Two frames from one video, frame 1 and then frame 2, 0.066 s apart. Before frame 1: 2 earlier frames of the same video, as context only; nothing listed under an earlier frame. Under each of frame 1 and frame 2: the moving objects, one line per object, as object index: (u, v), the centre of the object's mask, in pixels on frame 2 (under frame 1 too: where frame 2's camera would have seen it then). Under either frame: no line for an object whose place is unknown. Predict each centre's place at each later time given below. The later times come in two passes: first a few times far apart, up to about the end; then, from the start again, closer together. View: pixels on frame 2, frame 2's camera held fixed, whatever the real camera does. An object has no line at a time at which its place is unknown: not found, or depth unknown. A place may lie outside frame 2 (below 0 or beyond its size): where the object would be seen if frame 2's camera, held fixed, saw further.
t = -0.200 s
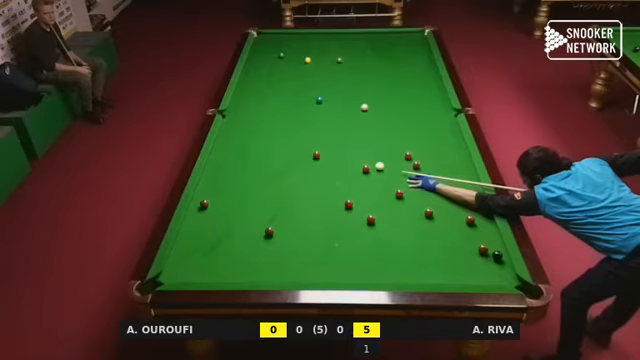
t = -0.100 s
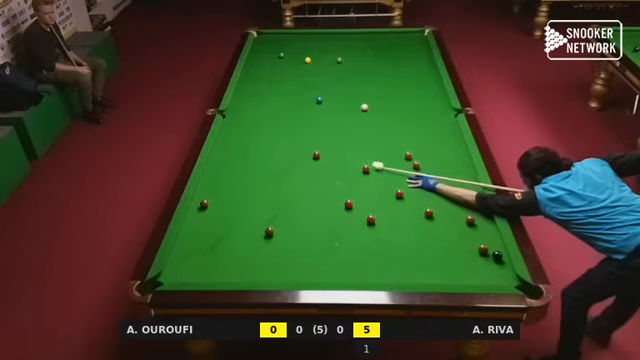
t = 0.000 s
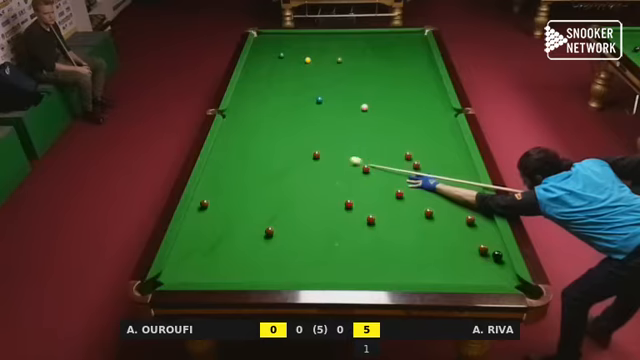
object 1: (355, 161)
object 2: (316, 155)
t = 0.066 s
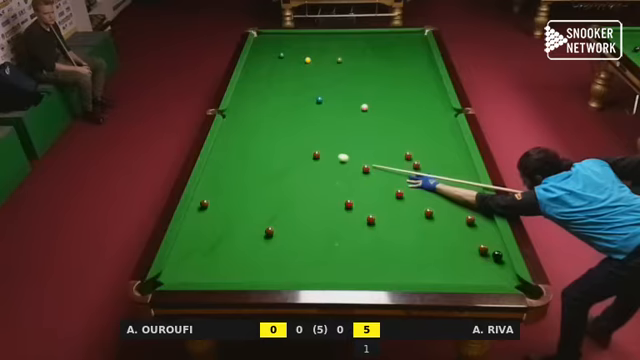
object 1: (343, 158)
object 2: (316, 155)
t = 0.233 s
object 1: (323, 152)
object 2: (312, 156)
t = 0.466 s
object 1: (319, 144)
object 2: (297, 158)
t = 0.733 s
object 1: (315, 136)
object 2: (280, 161)
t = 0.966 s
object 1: (311, 130)
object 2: (266, 164)
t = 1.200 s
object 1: (308, 125)
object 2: (253, 166)
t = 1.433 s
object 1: (305, 119)
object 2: (240, 168)
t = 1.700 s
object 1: (301, 114)
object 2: (226, 170)
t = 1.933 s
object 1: (299, 109)
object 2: (214, 172)
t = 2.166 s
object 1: (296, 105)
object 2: (205, 174)
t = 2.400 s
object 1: (294, 102)
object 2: (210, 175)
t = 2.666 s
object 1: (292, 98)
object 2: (216, 176)
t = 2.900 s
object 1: (290, 95)
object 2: (220, 176)
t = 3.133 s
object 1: (288, 93)
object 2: (225, 177)
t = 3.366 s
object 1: (287, 90)
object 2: (228, 177)
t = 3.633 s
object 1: (285, 88)
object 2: (231, 177)
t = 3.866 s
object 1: (285, 86)
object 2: (233, 178)
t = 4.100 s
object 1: (284, 85)
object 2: (234, 177)
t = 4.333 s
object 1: (283, 83)
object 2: (234, 178)
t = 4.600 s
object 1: (283, 82)
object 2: (234, 178)
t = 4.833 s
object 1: (283, 82)
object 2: (234, 178)
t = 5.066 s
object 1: (282, 81)
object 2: (234, 178)
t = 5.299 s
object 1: (282, 81)
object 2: (234, 178)
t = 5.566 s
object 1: (282, 81)
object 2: (234, 178)
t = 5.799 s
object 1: (282, 81)
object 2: (234, 178)
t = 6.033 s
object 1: (282, 81)
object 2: (234, 178)
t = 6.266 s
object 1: (282, 81)
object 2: (234, 178)
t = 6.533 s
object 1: (282, 81)
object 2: (234, 177)
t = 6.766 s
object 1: (282, 81)
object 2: (234, 177)
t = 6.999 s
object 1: (282, 81)
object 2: (234, 178)
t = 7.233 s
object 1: (282, 81)
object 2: (234, 178)
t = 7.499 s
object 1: (282, 81)
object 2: (234, 177)
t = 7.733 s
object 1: (282, 81)
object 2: (234, 178)
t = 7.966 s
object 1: (282, 81)
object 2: (234, 177)
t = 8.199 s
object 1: (282, 81)
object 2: (234, 178)
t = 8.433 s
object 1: (282, 81)
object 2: (234, 177)
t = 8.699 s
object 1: (282, 81)
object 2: (234, 177)
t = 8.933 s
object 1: (282, 81)
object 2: (234, 177)
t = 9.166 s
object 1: (282, 81)
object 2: (234, 177)
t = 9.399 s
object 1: (282, 81)
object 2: (234, 178)
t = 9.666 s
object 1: (282, 81)
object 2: (234, 177)
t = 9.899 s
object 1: (282, 81)
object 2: (234, 177)
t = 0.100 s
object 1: (338, 156)
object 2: (316, 155)
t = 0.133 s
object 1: (332, 155)
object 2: (316, 155)
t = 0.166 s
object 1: (328, 154)
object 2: (316, 155)
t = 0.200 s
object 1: (324, 153)
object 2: (315, 155)
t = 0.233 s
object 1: (323, 152)
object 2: (312, 156)
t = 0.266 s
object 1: (323, 151)
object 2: (310, 156)
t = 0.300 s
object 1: (322, 150)
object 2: (308, 156)
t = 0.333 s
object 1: (321, 149)
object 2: (306, 157)
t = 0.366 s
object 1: (321, 148)
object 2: (303, 157)
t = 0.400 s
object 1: (320, 147)
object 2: (301, 158)
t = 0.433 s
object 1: (319, 146)
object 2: (299, 158)
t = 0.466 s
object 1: (319, 144)
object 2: (297, 158)
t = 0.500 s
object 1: (318, 144)
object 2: (295, 159)
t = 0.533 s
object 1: (318, 142)
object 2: (293, 159)
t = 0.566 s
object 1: (317, 141)
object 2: (291, 160)
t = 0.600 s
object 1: (317, 140)
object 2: (288, 160)
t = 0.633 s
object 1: (316, 139)
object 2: (287, 160)
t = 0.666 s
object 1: (316, 138)
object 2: (284, 161)
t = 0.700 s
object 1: (315, 137)
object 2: (282, 161)
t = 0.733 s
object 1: (315, 136)
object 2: (280, 161)
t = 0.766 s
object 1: (314, 135)
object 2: (278, 162)
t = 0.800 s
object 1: (314, 135)
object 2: (276, 162)
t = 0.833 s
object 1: (313, 134)
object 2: (274, 163)
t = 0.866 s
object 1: (312, 133)
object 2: (272, 163)
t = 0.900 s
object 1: (312, 132)
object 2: (270, 164)
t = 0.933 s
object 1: (311, 131)
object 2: (268, 164)
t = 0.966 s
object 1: (311, 130)
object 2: (266, 164)
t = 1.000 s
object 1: (310, 129)
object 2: (264, 164)
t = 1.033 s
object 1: (310, 129)
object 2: (262, 164)
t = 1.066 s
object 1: (310, 128)
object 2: (260, 165)
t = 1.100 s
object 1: (309, 127)
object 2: (258, 165)
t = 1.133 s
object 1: (309, 126)
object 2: (257, 165)
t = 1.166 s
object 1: (308, 125)
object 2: (255, 166)
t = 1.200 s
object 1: (308, 125)
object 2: (253, 166)
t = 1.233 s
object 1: (307, 124)
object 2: (251, 166)
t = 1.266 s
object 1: (307, 123)
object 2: (249, 167)
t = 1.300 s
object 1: (306, 122)
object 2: (247, 167)
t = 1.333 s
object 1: (306, 121)
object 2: (245, 167)
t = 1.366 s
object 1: (305, 121)
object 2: (244, 168)
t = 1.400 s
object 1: (305, 120)
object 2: (242, 168)
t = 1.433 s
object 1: (305, 119)
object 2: (240, 168)
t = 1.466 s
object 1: (304, 119)
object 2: (238, 168)
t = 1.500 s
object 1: (304, 118)
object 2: (237, 169)
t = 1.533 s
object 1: (303, 117)
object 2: (234, 169)
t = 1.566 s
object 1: (303, 116)
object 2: (233, 169)
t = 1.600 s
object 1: (302, 116)
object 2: (231, 170)
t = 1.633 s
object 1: (302, 115)
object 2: (229, 170)
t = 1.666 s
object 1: (302, 114)
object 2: (228, 170)
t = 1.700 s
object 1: (301, 114)
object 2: (226, 170)
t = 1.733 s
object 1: (301, 113)
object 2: (224, 171)
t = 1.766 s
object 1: (301, 113)
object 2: (223, 171)
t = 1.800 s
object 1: (300, 112)
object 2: (221, 171)
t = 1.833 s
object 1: (300, 111)
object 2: (219, 172)
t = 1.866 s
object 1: (299, 110)
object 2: (218, 172)
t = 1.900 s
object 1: (299, 110)
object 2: (217, 172)
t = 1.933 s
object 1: (299, 109)
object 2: (214, 172)
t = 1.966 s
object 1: (298, 109)
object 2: (213, 173)
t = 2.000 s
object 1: (298, 108)
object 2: (212, 173)
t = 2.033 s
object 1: (298, 107)
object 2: (210, 173)
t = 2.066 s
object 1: (297, 107)
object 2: (209, 173)
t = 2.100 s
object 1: (297, 106)
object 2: (207, 173)
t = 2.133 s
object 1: (296, 106)
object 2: (206, 174)
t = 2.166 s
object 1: (296, 105)
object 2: (205, 174)
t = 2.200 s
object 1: (296, 105)
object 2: (205, 174)
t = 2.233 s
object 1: (296, 104)
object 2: (206, 174)
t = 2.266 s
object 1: (295, 104)
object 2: (207, 174)
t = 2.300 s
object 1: (295, 103)
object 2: (208, 174)
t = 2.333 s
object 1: (294, 103)
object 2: (208, 174)
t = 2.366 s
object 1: (294, 102)
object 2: (209, 174)
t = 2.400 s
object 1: (294, 102)
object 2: (210, 175)
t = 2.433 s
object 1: (294, 101)
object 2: (211, 175)
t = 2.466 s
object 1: (293, 101)
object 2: (211, 175)
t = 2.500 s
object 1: (293, 100)
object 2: (212, 175)
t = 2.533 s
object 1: (293, 100)
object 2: (213, 175)
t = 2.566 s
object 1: (292, 99)
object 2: (213, 175)
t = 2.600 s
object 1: (292, 99)
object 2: (214, 175)
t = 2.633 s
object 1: (292, 98)
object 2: (215, 175)
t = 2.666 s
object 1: (292, 98)
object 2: (216, 176)
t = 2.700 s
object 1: (291, 98)
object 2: (217, 176)
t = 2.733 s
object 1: (291, 97)
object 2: (217, 176)
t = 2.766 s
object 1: (291, 97)
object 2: (218, 176)
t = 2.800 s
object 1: (291, 97)
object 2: (219, 176)
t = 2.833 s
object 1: (290, 96)
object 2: (219, 176)
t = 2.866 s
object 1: (290, 96)
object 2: (220, 176)
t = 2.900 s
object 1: (290, 95)
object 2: (220, 176)
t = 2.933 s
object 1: (290, 95)
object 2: (221, 177)
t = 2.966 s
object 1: (289, 95)
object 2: (222, 177)
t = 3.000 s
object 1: (289, 94)
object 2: (222, 176)
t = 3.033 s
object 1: (289, 94)
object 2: (223, 177)
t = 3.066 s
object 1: (289, 93)
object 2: (224, 177)
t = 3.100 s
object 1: (288, 93)
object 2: (224, 177)
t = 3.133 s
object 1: (288, 93)
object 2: (225, 177)
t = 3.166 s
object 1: (288, 92)
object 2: (225, 177)
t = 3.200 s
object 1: (288, 92)
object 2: (226, 177)
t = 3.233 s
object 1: (287, 91)
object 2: (226, 177)
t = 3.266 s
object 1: (287, 91)
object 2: (227, 177)
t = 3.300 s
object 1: (287, 91)
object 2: (227, 177)
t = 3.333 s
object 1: (287, 91)
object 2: (228, 177)
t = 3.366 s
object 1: (287, 90)
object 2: (228, 177)
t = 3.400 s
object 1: (287, 90)
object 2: (228, 177)
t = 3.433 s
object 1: (287, 90)
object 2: (229, 177)
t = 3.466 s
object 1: (286, 89)
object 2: (229, 177)
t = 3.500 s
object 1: (286, 89)
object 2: (230, 177)
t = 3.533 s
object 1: (286, 89)
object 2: (230, 177)
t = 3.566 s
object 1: (286, 89)
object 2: (230, 177)
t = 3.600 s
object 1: (286, 88)
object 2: (231, 177)
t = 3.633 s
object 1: (285, 88)
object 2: (231, 177)
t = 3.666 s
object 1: (286, 88)
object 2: (231, 178)
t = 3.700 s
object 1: (285, 87)
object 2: (231, 178)
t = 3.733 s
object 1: (285, 87)
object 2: (232, 177)
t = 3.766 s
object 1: (285, 87)
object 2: (232, 178)
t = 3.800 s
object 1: (285, 87)
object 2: (232, 178)
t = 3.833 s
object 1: (285, 87)
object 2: (232, 178)
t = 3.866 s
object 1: (285, 86)
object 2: (233, 178)
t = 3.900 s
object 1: (284, 86)
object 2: (233, 178)
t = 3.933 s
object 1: (284, 86)
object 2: (233, 178)
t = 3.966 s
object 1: (284, 85)
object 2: (233, 178)
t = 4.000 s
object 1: (284, 85)
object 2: (234, 178)
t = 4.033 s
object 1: (284, 85)
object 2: (234, 178)
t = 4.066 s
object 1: (284, 85)
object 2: (234, 178)
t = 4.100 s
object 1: (284, 85)
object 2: (234, 177)
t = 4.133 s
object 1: (284, 85)
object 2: (234, 177)
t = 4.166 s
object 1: (284, 84)
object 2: (234, 178)
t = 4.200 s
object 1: (284, 84)
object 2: (234, 178)
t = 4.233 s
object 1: (283, 84)
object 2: (234, 178)
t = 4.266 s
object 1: (283, 84)
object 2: (234, 178)
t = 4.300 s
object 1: (283, 83)
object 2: (234, 177)
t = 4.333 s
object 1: (283, 83)
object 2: (234, 178)
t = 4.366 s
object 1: (283, 83)
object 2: (234, 178)
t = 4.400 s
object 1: (283, 83)
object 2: (234, 178)
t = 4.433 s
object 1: (283, 83)
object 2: (234, 178)
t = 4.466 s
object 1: (283, 83)
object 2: (234, 178)
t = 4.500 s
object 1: (283, 83)
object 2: (234, 177)
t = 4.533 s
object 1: (283, 83)
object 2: (234, 177)
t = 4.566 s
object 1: (283, 83)
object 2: (234, 177)
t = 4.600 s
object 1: (283, 82)
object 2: (234, 178)
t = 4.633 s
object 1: (283, 82)
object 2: (234, 178)
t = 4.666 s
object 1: (283, 82)
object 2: (234, 178)
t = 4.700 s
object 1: (283, 82)
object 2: (234, 177)
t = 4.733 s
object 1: (283, 82)
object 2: (234, 178)
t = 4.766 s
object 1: (283, 82)
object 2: (234, 178)
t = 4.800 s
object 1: (283, 82)
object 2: (234, 178)
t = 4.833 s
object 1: (283, 82)
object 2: (234, 178)
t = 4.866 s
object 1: (282, 81)
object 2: (234, 178)
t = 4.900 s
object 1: (282, 81)
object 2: (234, 178)
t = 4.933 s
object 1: (282, 81)
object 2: (234, 178)
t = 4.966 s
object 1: (282, 81)
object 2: (234, 178)
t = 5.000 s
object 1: (282, 81)
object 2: (234, 178)
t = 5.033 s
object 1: (282, 81)
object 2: (234, 178)
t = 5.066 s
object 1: (282, 81)
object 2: (234, 178)
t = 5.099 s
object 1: (282, 81)
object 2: (234, 178)
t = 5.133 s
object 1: (282, 81)
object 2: (234, 177)
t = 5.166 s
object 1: (282, 81)
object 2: (234, 177)
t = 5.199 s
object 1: (282, 81)
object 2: (234, 177)
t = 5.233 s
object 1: (282, 81)
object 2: (234, 178)
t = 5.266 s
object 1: (282, 81)
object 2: (234, 177)
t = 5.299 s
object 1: (282, 81)
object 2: (234, 178)
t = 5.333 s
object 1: (282, 81)
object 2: (234, 177)
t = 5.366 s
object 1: (282, 81)
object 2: (234, 178)
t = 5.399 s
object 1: (282, 81)
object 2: (234, 178)
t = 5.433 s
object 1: (282, 81)
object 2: (234, 178)
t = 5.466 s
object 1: (282, 81)
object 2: (234, 177)
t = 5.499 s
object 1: (282, 81)
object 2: (234, 178)
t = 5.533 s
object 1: (282, 81)
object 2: (234, 177)
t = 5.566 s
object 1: (282, 81)
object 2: (234, 178)
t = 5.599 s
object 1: (282, 81)
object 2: (234, 178)
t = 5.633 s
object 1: (282, 81)
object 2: (234, 177)
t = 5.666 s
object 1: (282, 81)
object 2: (234, 177)
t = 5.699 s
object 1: (282, 81)
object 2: (234, 177)
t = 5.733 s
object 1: (282, 81)
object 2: (234, 177)
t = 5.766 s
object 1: (282, 81)
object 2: (234, 177)
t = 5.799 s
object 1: (282, 81)
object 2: (234, 178)
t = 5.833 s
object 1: (282, 81)
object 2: (234, 177)
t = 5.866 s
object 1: (282, 81)
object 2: (234, 177)
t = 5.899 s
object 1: (282, 81)
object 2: (234, 178)
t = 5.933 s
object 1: (282, 81)
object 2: (234, 177)
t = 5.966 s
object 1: (282, 81)
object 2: (234, 178)
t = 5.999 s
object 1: (282, 81)
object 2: (234, 177)
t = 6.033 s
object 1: (282, 81)
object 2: (234, 178)
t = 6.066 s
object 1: (282, 81)
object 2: (234, 177)
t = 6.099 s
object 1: (282, 81)
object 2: (234, 177)
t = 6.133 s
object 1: (282, 81)
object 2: (234, 178)
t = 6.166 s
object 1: (282, 81)
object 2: (234, 178)
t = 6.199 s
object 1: (282, 81)
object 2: (234, 177)
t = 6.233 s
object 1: (282, 81)
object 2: (234, 178)
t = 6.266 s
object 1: (282, 81)
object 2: (234, 178)
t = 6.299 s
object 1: (282, 81)
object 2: (234, 178)
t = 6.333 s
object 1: (282, 81)
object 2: (234, 178)
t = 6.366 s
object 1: (282, 81)
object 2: (234, 178)
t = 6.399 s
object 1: (282, 81)
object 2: (234, 178)
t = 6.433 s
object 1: (282, 81)
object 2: (234, 178)
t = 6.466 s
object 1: (282, 81)
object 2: (234, 177)
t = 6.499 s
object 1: (282, 81)
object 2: (234, 177)
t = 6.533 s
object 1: (282, 81)
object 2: (234, 177)
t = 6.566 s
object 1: (282, 81)
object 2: (234, 177)
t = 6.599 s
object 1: (282, 81)
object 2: (234, 177)
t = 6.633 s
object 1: (282, 81)
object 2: (234, 177)
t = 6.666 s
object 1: (282, 81)
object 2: (234, 177)
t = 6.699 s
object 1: (282, 81)
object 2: (234, 177)
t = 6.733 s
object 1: (282, 81)
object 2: (234, 178)
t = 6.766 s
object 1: (282, 81)
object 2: (234, 177)
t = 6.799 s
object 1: (282, 81)
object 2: (234, 178)
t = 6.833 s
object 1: (282, 81)
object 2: (234, 177)
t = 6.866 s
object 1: (282, 81)
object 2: (234, 177)
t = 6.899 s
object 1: (282, 81)
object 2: (234, 177)
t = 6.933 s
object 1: (282, 81)
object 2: (234, 177)
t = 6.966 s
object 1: (282, 81)
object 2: (234, 177)
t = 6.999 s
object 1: (282, 81)
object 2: (234, 178)
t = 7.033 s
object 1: (282, 81)
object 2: (234, 177)
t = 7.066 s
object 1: (282, 81)
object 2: (234, 177)
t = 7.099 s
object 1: (282, 81)
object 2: (234, 178)
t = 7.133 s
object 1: (282, 81)
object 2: (234, 177)
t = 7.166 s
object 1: (282, 81)
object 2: (234, 177)
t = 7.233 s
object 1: (282, 81)
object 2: (234, 178)
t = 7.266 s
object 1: (282, 81)
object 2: (234, 177)
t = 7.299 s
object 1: (282, 81)
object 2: (234, 177)
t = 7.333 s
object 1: (282, 81)
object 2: (234, 177)
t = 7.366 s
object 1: (282, 81)
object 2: (234, 178)
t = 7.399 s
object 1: (282, 81)
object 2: (234, 177)
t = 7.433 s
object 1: (282, 81)
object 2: (234, 177)
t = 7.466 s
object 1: (282, 81)
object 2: (234, 177)
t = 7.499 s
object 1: (282, 81)
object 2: (234, 177)
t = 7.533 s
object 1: (282, 81)
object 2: (234, 178)
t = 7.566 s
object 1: (282, 81)
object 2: (234, 177)
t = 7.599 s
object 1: (282, 81)
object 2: (234, 177)
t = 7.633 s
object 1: (282, 81)
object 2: (234, 177)
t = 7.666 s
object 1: (282, 81)
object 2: (234, 178)
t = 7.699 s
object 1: (282, 81)
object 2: (234, 177)
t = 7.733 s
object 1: (282, 81)
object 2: (234, 178)
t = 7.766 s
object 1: (282, 81)
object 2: (234, 177)
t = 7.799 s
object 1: (282, 81)
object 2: (234, 178)
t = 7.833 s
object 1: (282, 81)
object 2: (234, 177)
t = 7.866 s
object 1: (282, 81)
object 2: (234, 177)
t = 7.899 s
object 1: (282, 81)
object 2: (234, 177)
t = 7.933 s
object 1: (282, 81)
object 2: (234, 178)
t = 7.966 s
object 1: (282, 81)
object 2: (234, 177)
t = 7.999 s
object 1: (282, 81)
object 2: (234, 178)
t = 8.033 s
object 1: (282, 81)
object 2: (234, 177)
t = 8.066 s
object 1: (282, 81)
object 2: (234, 177)
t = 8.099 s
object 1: (282, 81)
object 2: (234, 177)
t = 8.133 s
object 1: (282, 81)
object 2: (234, 178)
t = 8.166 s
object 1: (282, 81)
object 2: (234, 177)
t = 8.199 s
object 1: (282, 81)
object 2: (234, 178)
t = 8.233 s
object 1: (282, 81)
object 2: (234, 177)
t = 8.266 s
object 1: (282, 81)
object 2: (234, 177)
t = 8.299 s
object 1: (282, 81)
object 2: (234, 177)
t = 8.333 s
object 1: (282, 81)
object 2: (234, 178)
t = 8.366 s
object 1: (282, 81)
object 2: (234, 177)
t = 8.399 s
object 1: (282, 81)
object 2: (234, 178)
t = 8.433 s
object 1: (282, 81)
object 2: (234, 177)
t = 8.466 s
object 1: (282, 81)
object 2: (234, 177)
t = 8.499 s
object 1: (282, 81)
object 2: (234, 178)
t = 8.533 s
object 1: (282, 81)
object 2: (234, 177)
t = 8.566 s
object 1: (282, 81)
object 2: (234, 177)
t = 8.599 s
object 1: (282, 81)
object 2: (234, 178)
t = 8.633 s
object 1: (282, 81)
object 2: (234, 177)
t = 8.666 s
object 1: (282, 81)
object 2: (234, 178)
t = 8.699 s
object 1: (282, 81)
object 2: (234, 177)
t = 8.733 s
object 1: (282, 81)
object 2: (234, 178)
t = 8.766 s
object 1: (282, 81)
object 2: (234, 177)
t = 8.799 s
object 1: (282, 81)
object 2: (234, 177)
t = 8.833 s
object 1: (282, 81)
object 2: (234, 178)
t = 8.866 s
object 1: (282, 81)
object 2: (234, 177)
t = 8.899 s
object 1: (282, 81)
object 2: (234, 178)
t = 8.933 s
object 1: (282, 81)
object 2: (234, 177)
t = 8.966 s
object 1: (282, 81)
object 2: (234, 178)
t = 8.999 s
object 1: (282, 81)
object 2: (234, 177)
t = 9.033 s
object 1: (282, 81)
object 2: (234, 177)
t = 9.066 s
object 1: (282, 81)
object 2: (234, 177)
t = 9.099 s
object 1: (282, 81)
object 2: (234, 177)
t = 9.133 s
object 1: (282, 81)
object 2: (234, 177)
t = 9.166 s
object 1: (282, 81)
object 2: (234, 177)
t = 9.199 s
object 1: (282, 81)
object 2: (234, 177)
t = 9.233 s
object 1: (282, 81)
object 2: (234, 177)
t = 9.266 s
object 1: (282, 81)
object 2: (234, 178)
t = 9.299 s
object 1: (282, 81)
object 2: (234, 177)
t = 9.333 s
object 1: (282, 81)
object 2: (234, 177)
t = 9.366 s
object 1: (282, 81)
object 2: (234, 177)
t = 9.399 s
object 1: (282, 81)
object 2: (234, 178)
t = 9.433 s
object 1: (282, 81)
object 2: (234, 177)
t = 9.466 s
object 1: (282, 81)
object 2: (234, 177)
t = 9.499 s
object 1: (282, 81)
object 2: (234, 177)
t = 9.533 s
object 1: (282, 81)
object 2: (234, 177)
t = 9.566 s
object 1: (282, 81)
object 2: (234, 177)
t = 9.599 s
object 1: (282, 81)
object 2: (234, 177)
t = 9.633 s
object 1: (282, 81)
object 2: (234, 177)
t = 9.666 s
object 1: (282, 81)
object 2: (234, 177)
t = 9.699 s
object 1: (282, 81)
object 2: (234, 177)
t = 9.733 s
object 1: (282, 81)
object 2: (234, 178)
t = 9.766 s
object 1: (282, 81)
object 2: (234, 177)
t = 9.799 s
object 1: (282, 81)
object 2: (234, 177)
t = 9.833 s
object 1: (282, 81)
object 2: (234, 177)
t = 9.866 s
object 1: (282, 81)
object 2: (234, 178)
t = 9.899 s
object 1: (282, 81)
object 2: (234, 177)
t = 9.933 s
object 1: (282, 81)
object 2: (234, 177)
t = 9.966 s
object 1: (282, 81)
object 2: (234, 177)
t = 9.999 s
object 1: (282, 81)
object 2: (234, 177)
